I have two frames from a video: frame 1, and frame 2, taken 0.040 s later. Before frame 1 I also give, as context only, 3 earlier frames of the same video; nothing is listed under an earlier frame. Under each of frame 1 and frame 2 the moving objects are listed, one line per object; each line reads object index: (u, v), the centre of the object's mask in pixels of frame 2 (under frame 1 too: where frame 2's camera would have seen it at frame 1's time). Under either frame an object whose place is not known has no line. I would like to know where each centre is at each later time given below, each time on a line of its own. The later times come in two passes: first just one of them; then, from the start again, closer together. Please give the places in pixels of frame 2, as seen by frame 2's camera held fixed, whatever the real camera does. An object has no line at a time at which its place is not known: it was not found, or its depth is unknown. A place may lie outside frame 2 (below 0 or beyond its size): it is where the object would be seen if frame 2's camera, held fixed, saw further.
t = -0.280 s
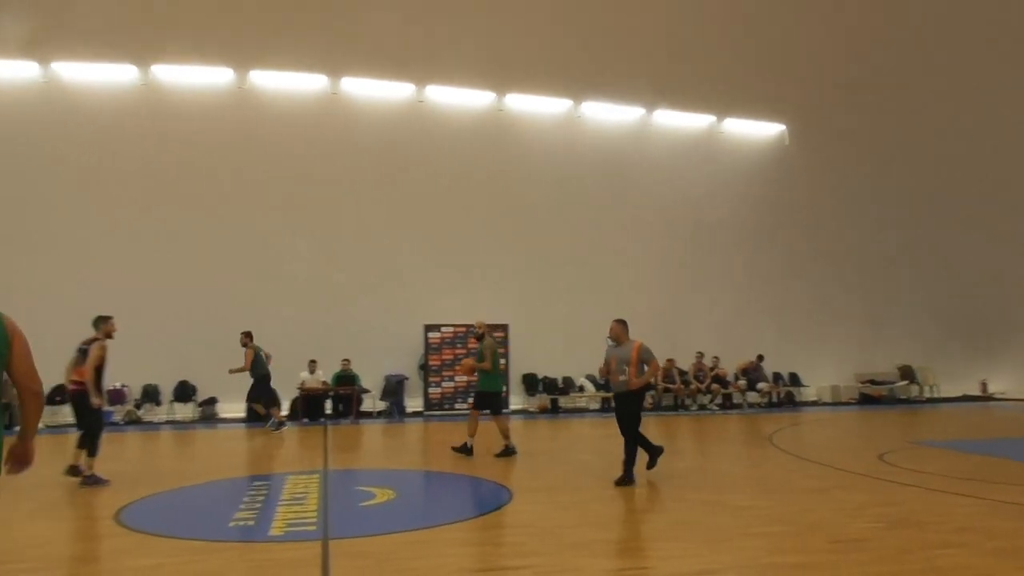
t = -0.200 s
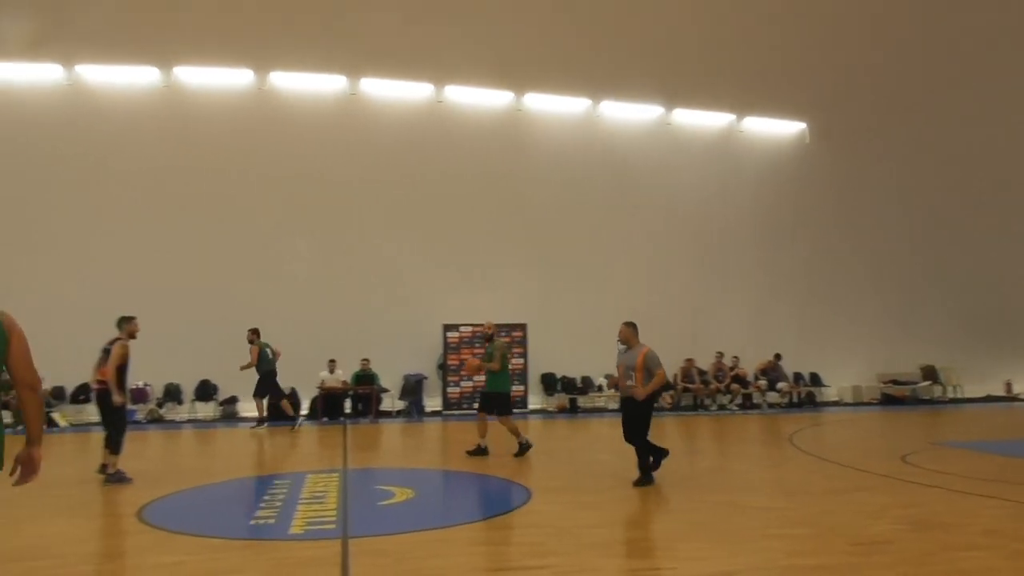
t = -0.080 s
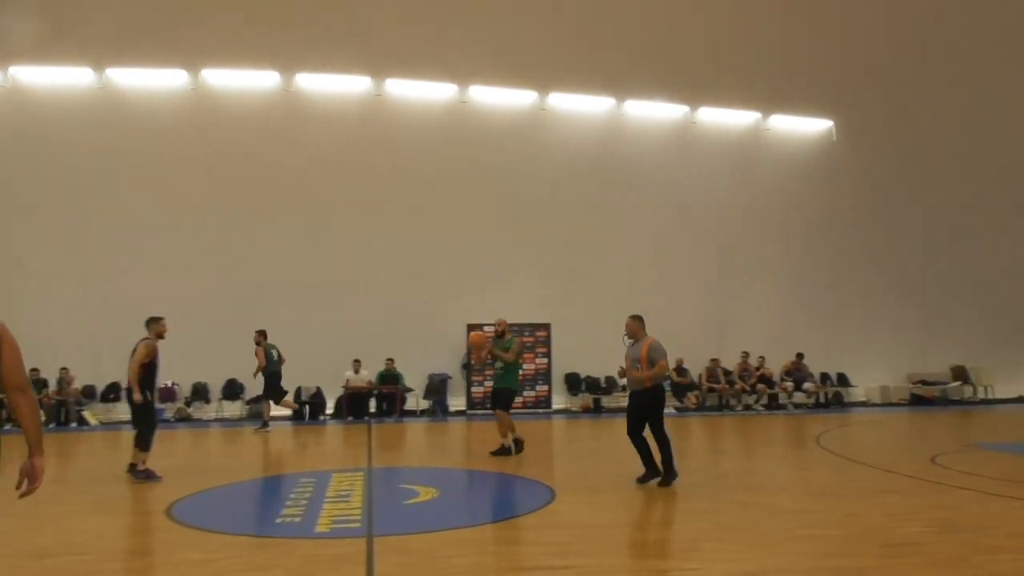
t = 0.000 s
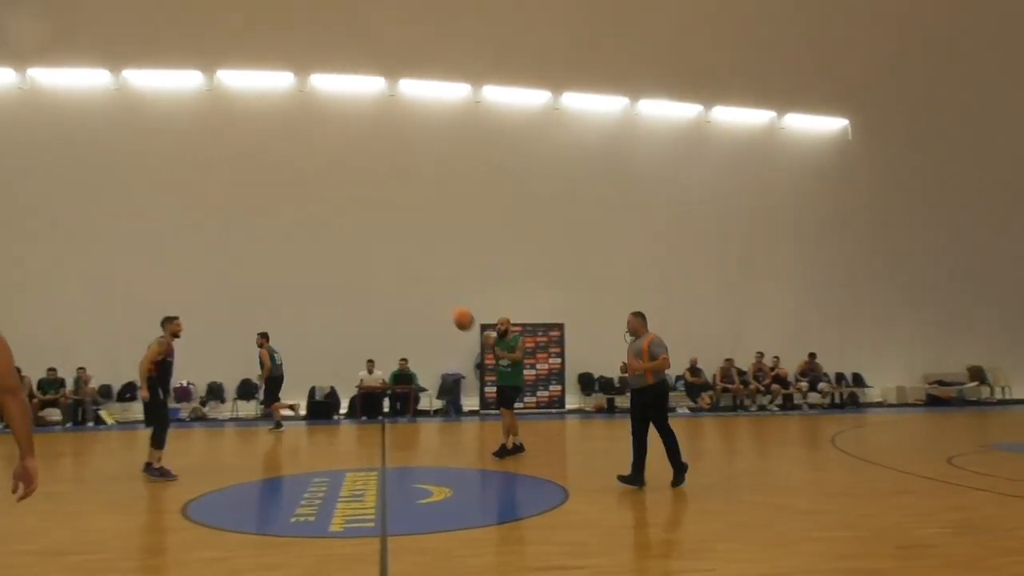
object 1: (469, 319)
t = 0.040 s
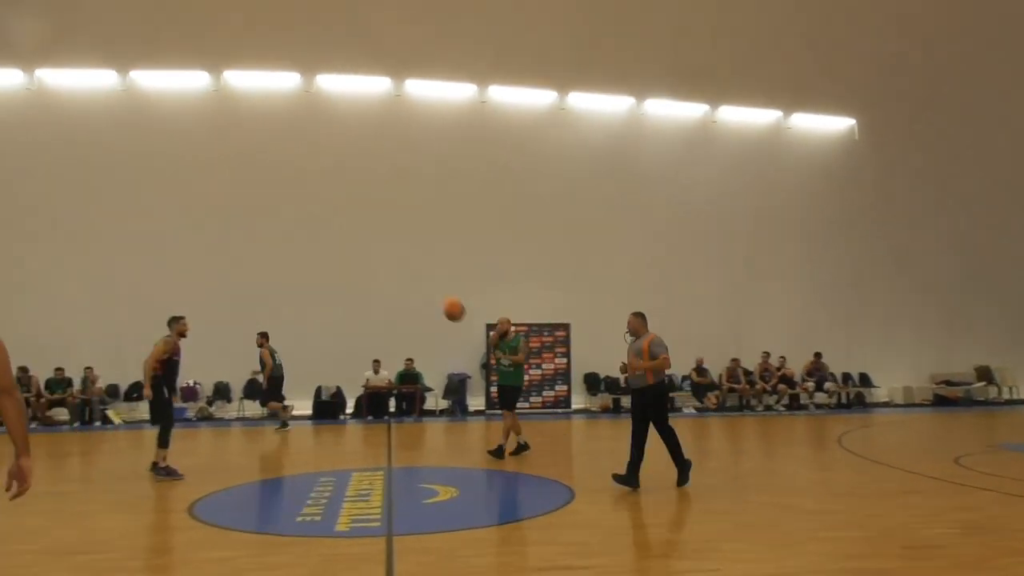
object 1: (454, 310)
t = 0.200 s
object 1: (377, 280)
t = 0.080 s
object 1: (437, 301)
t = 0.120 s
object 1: (419, 294)
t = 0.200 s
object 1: (377, 280)
